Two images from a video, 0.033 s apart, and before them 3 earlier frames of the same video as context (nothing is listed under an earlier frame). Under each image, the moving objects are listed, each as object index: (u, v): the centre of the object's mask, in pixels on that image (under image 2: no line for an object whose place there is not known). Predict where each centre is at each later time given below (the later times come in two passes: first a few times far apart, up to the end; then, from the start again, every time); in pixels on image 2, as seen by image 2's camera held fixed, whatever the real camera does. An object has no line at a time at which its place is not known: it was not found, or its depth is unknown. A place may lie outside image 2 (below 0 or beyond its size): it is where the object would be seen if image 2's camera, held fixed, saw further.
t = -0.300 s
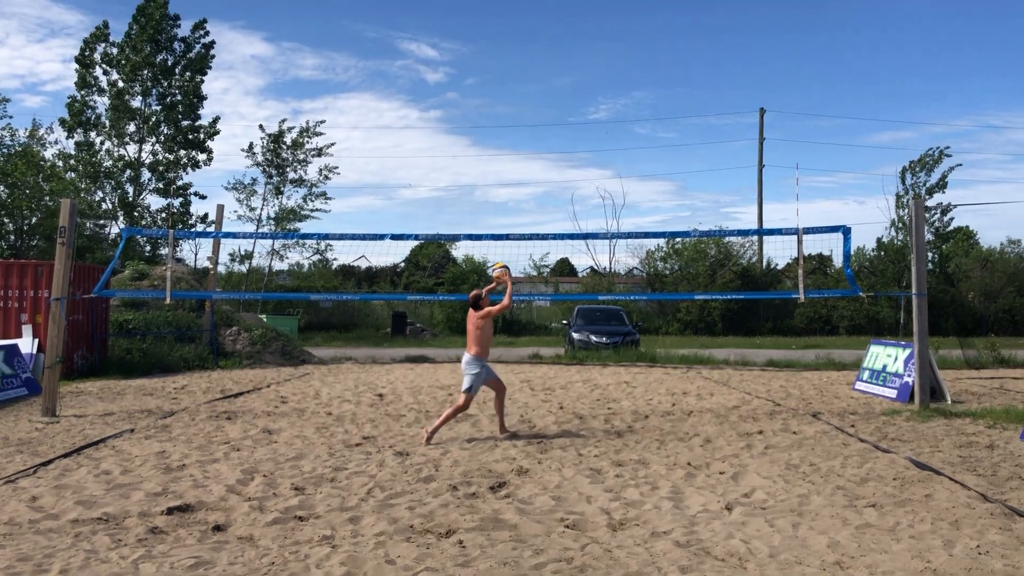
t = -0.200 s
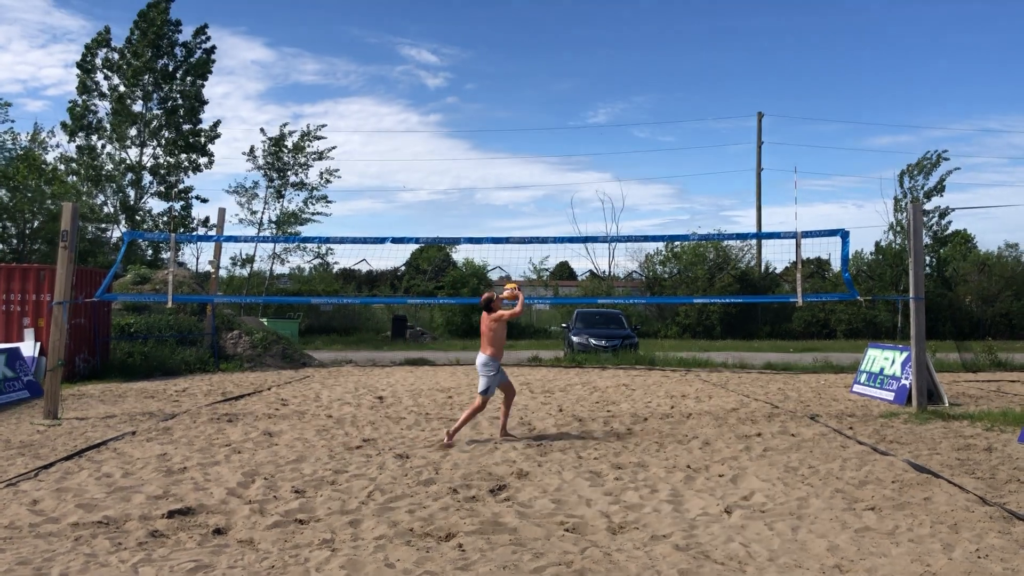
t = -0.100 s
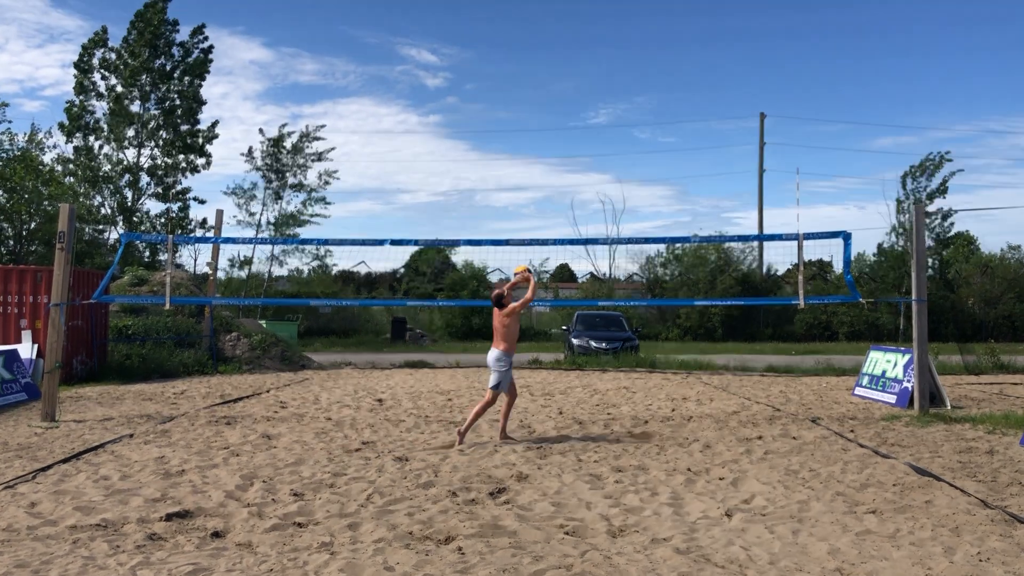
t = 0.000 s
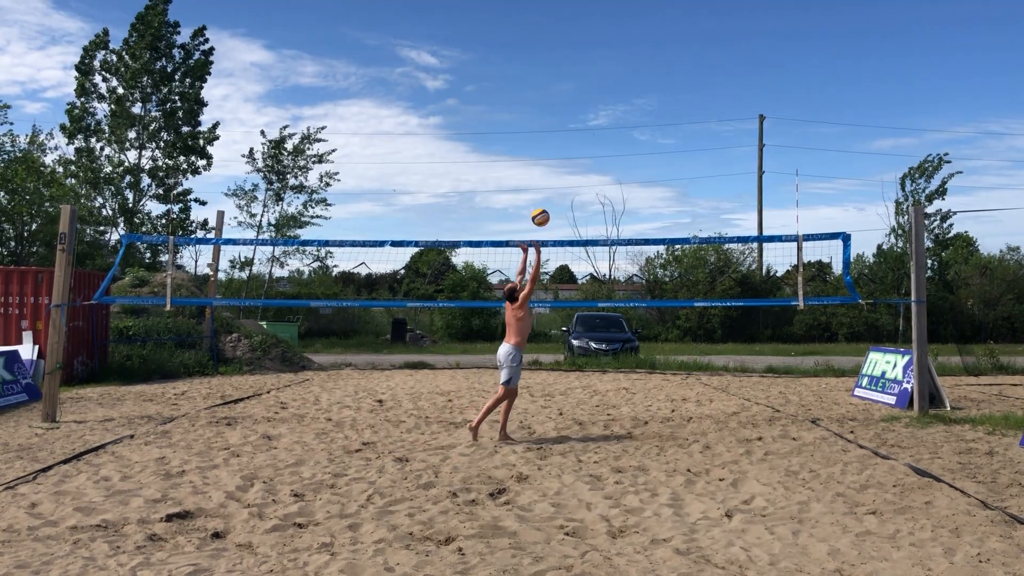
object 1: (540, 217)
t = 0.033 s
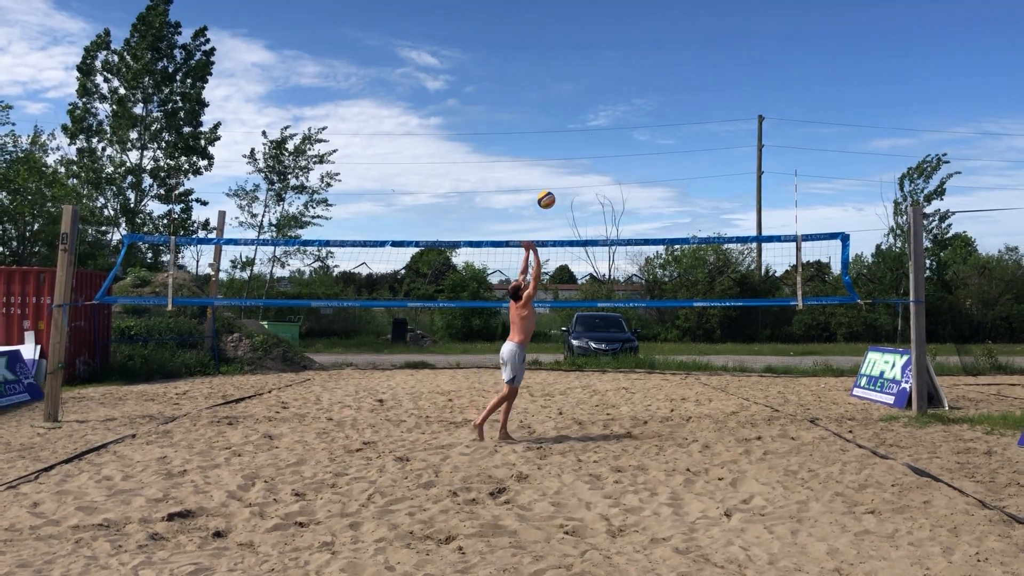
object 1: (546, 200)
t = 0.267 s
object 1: (585, 103)
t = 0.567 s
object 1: (631, 52)
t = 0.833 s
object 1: (669, 68)
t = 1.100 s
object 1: (706, 139)
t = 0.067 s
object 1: (552, 183)
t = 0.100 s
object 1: (558, 167)
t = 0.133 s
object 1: (563, 152)
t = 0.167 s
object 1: (569, 139)
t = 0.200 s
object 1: (575, 126)
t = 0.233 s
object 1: (580, 114)
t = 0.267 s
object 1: (585, 103)
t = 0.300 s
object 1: (590, 94)
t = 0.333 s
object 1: (595, 85)
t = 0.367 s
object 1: (601, 77)
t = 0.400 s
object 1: (606, 71)
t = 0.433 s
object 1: (611, 65)
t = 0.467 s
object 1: (616, 61)
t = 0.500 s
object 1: (621, 57)
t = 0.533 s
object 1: (626, 54)
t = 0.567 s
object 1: (631, 52)
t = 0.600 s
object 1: (635, 51)
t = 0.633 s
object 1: (641, 50)
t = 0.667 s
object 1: (645, 51)
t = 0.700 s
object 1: (650, 53)
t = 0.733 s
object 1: (655, 55)
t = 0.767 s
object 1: (660, 58)
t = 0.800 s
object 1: (665, 63)
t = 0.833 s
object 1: (669, 68)
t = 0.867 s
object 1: (674, 74)
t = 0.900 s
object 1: (679, 80)
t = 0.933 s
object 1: (684, 88)
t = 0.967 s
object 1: (688, 97)
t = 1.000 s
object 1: (693, 106)
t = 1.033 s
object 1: (697, 116)
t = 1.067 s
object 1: (702, 127)
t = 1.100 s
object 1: (706, 139)
